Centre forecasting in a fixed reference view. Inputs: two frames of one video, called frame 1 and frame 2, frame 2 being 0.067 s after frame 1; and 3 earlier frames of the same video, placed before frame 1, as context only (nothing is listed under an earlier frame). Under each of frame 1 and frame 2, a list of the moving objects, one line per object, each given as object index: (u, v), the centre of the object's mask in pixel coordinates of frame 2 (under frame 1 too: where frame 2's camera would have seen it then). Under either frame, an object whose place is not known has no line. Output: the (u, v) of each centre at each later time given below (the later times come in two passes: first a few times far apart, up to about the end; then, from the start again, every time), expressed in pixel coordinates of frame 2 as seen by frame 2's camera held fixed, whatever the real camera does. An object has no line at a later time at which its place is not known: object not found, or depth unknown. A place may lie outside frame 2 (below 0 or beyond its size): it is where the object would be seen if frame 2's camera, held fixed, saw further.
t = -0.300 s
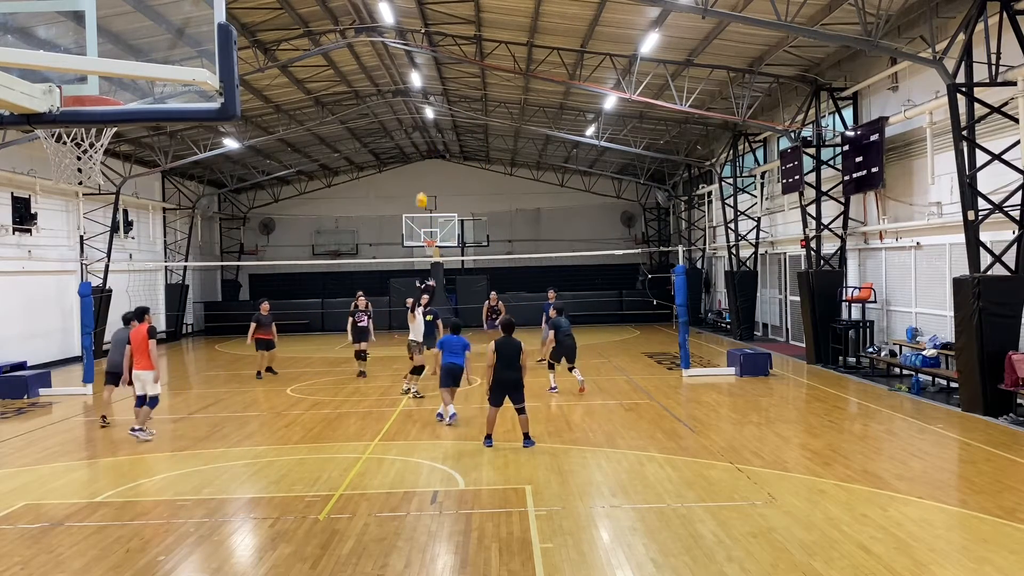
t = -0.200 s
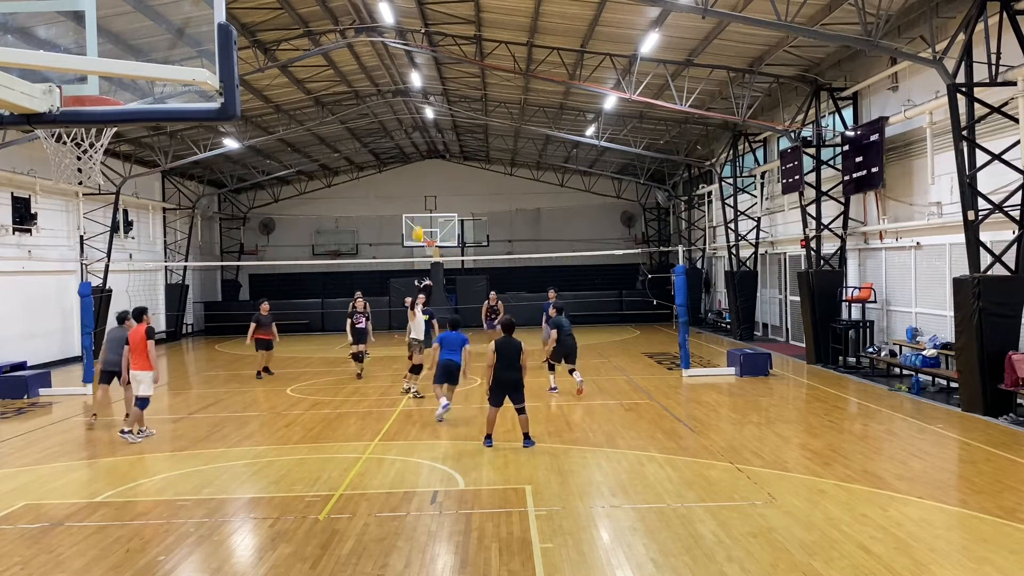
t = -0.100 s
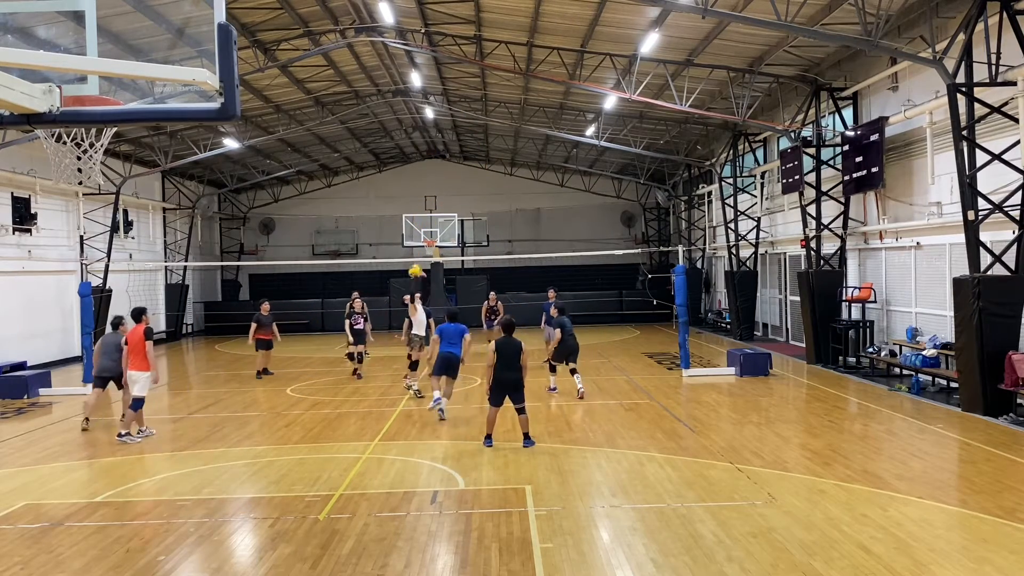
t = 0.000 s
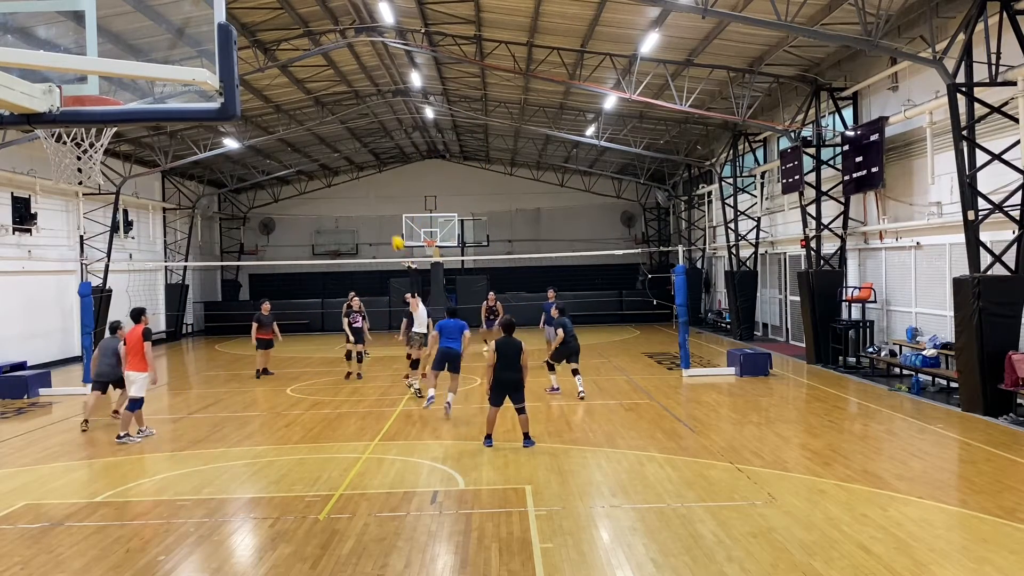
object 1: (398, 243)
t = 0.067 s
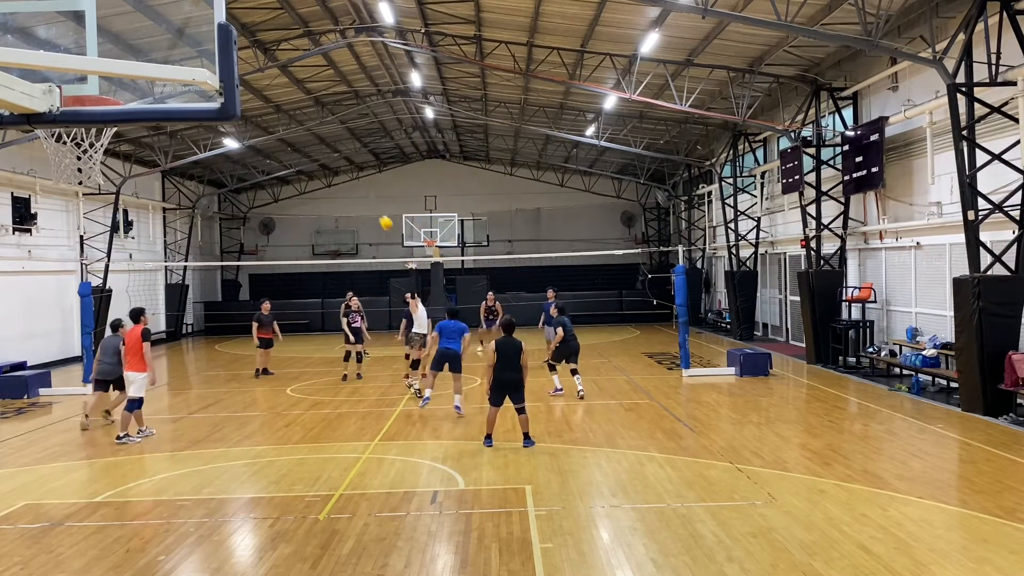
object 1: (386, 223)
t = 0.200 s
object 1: (362, 190)
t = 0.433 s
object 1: (323, 159)
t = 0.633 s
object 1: (292, 156)
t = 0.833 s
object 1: (263, 177)
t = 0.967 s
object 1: (246, 202)
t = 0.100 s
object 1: (379, 213)
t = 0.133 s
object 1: (373, 205)
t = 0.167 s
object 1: (368, 197)
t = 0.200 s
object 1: (362, 190)
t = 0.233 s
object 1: (356, 184)
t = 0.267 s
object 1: (350, 178)
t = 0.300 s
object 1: (344, 172)
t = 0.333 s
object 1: (340, 168)
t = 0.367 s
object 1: (334, 165)
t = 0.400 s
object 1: (329, 161)
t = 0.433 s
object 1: (323, 159)
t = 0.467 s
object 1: (318, 157)
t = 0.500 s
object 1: (313, 155)
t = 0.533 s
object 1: (307, 155)
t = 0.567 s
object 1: (302, 155)
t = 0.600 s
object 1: (297, 155)
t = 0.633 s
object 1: (292, 156)
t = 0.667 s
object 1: (287, 158)
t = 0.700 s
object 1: (282, 161)
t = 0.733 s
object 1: (277, 164)
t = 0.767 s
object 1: (272, 167)
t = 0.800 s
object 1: (268, 172)
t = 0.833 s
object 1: (263, 177)
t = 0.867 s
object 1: (259, 182)
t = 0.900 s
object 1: (254, 188)
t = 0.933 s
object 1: (250, 195)
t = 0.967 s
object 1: (246, 202)
